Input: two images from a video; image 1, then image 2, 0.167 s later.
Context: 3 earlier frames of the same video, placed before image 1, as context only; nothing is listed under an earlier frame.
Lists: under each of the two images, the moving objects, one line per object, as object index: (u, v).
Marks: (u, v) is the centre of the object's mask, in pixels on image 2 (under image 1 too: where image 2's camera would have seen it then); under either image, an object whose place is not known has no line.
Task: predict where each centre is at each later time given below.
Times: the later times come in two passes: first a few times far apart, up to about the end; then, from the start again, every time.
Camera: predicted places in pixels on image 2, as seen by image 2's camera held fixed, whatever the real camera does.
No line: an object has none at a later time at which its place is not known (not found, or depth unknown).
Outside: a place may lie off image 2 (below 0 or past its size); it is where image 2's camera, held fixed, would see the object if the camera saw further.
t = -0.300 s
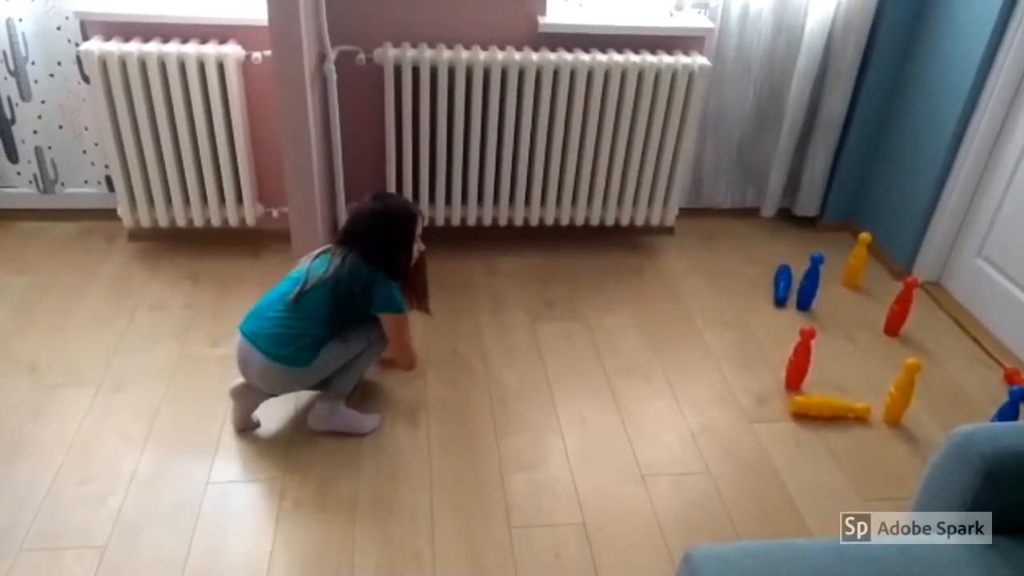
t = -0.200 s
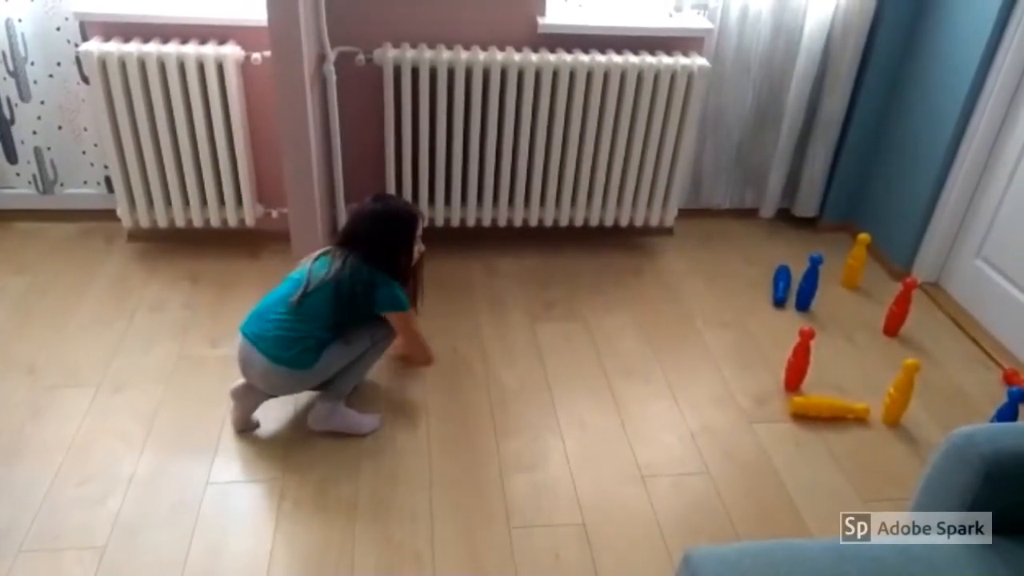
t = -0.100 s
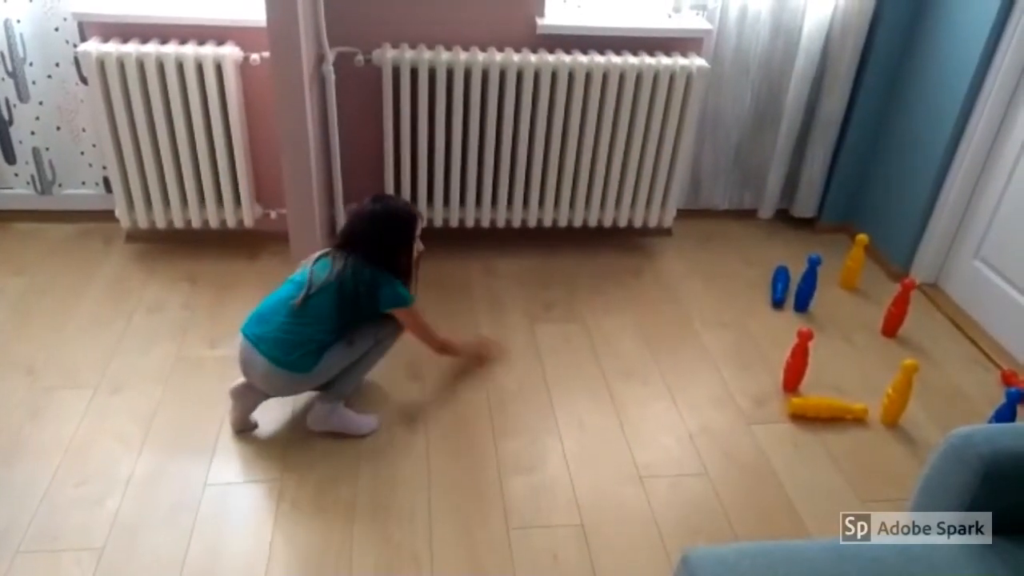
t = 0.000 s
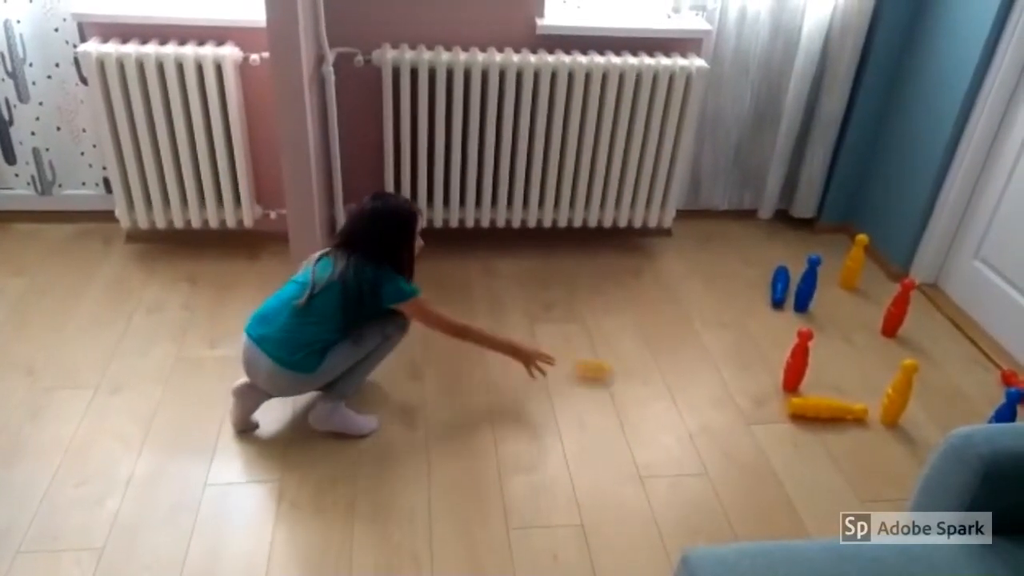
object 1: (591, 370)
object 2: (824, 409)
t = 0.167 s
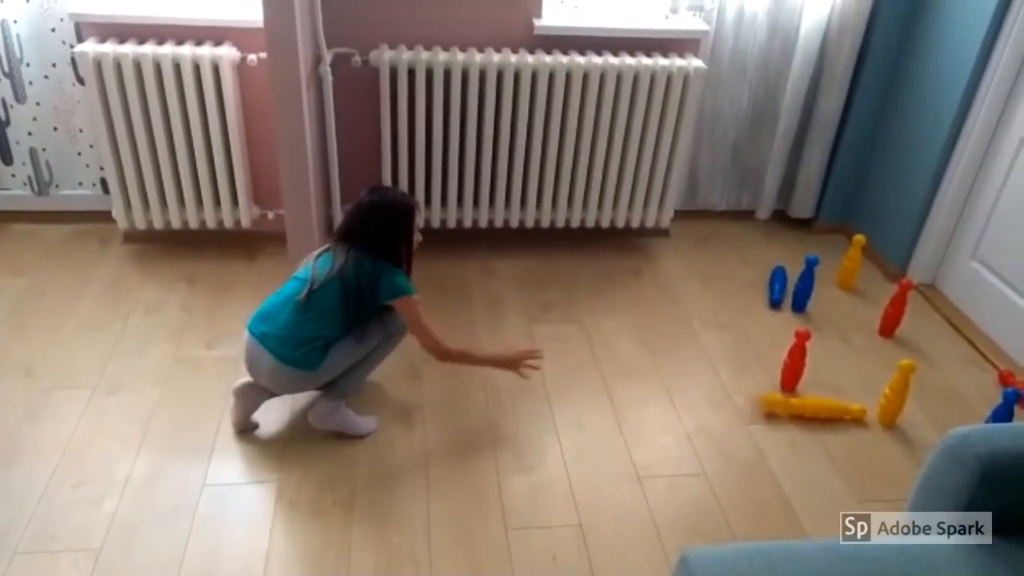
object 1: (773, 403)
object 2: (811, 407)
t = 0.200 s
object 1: (779, 408)
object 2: (826, 410)
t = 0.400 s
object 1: (794, 431)
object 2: (896, 420)
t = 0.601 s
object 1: (811, 457)
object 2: (917, 418)
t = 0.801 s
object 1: (825, 484)
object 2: (928, 415)
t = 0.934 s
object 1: (834, 500)
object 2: (929, 412)
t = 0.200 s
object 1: (779, 408)
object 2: (826, 410)
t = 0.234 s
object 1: (781, 411)
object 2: (855, 413)
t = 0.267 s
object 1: (783, 415)
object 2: (864, 416)
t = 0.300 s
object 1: (787, 419)
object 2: (875, 417)
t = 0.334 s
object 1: (789, 423)
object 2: (883, 417)
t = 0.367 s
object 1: (792, 427)
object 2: (890, 419)
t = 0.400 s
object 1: (794, 431)
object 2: (896, 420)
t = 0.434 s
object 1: (797, 435)
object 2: (901, 421)
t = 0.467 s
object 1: (800, 439)
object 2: (907, 422)
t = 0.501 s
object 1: (803, 443)
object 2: (912, 422)
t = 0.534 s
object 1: (805, 447)
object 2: (914, 420)
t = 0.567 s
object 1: (809, 452)
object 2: (916, 419)
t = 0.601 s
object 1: (811, 457)
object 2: (917, 418)
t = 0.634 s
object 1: (814, 461)
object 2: (919, 417)
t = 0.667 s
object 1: (816, 466)
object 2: (921, 417)
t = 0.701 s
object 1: (819, 470)
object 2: (925, 417)
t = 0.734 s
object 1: (821, 475)
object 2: (929, 416)
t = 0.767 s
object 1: (822, 479)
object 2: (929, 416)
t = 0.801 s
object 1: (825, 484)
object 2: (928, 415)
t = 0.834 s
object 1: (827, 488)
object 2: (931, 414)
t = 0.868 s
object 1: (829, 492)
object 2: (929, 413)
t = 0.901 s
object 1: (832, 497)
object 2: (929, 412)
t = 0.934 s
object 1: (834, 500)
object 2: (929, 412)
